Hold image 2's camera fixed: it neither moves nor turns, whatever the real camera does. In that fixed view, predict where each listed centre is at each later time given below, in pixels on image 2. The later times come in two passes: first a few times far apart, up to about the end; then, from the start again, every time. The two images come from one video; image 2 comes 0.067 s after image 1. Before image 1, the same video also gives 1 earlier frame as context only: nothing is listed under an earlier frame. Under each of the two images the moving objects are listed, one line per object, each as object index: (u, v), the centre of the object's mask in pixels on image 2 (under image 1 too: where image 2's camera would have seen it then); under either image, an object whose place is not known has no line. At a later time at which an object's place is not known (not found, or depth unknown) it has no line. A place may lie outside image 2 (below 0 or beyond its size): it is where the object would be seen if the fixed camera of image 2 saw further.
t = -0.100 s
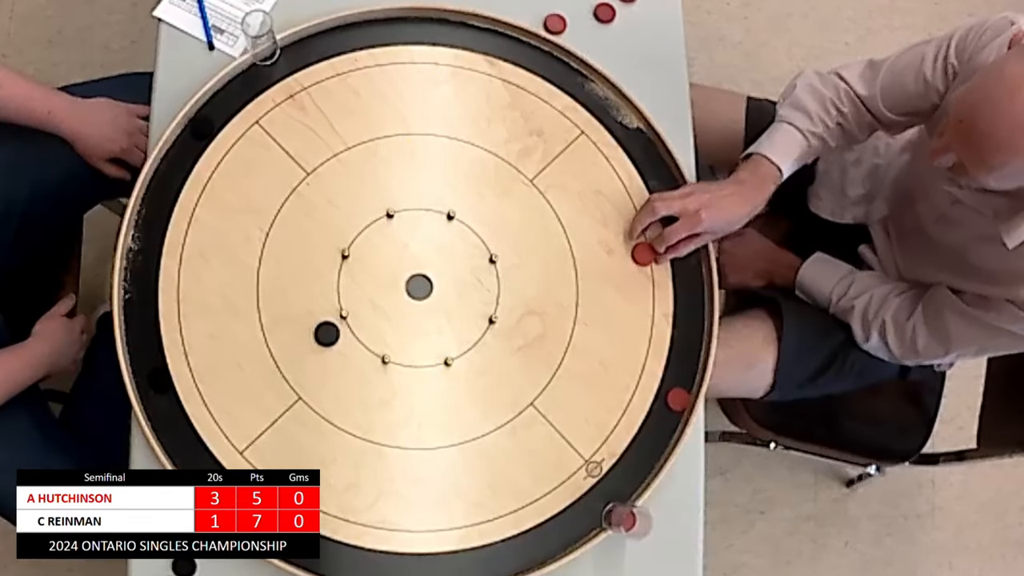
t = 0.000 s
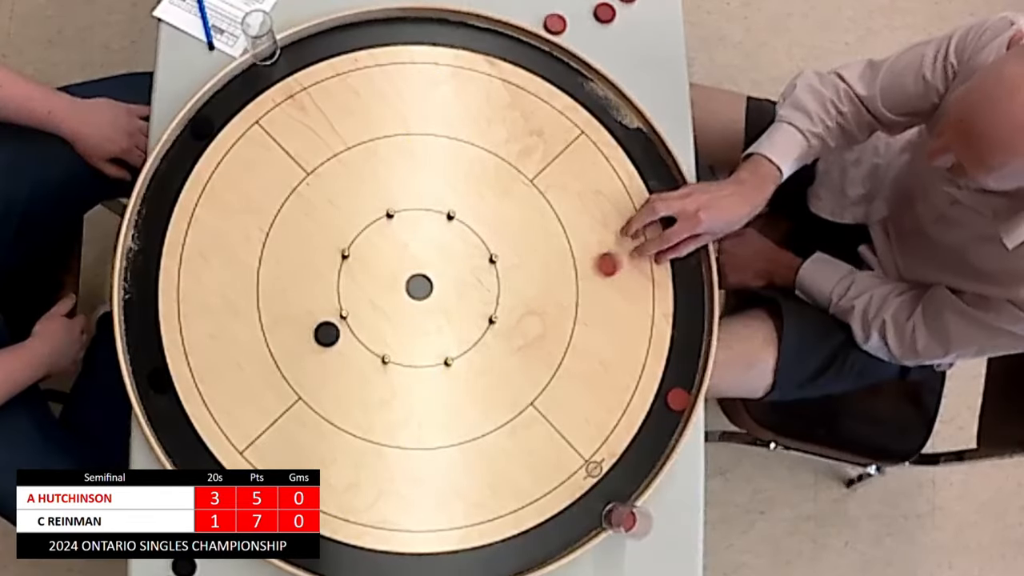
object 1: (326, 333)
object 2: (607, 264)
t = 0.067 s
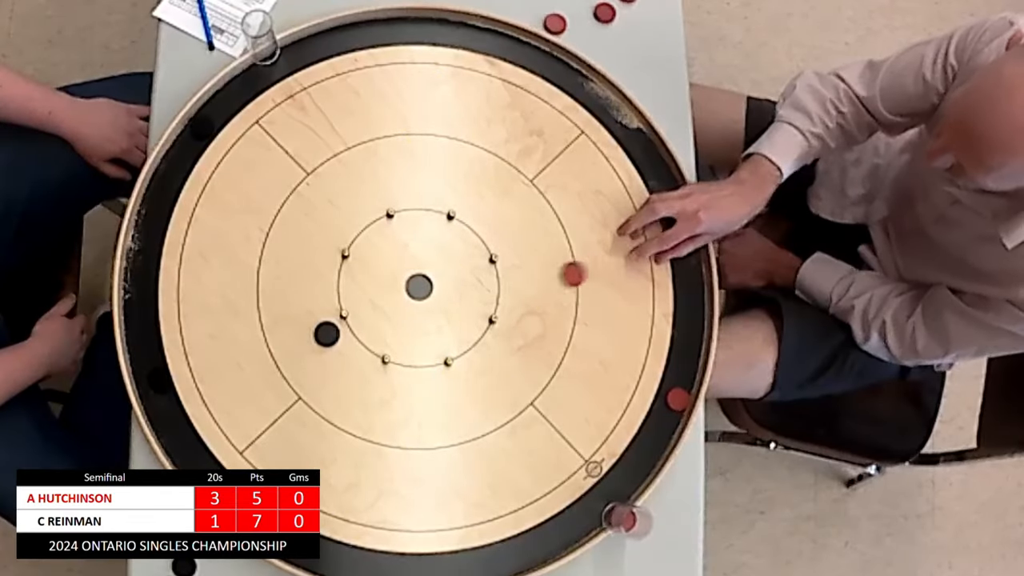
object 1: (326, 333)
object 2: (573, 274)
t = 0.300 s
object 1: (326, 333)
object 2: (461, 305)
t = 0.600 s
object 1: (312, 333)
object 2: (350, 340)
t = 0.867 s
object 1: (235, 332)
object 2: (342, 361)
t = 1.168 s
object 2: (341, 367)
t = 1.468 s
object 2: (341, 367)
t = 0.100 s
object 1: (326, 334)
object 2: (556, 278)
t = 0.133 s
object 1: (326, 333)
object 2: (540, 283)
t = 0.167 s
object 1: (326, 333)
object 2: (524, 288)
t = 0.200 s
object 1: (326, 333)
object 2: (507, 292)
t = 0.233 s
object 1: (326, 333)
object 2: (491, 297)
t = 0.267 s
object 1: (326, 333)
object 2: (476, 301)
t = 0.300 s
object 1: (326, 333)
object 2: (461, 305)
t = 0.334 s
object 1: (326, 333)
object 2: (445, 309)
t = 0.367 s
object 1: (326, 333)
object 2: (431, 313)
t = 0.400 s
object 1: (326, 333)
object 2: (416, 318)
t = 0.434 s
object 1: (326, 333)
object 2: (401, 322)
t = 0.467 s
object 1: (326, 333)
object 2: (388, 325)
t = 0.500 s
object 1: (326, 333)
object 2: (374, 329)
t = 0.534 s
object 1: (326, 334)
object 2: (361, 333)
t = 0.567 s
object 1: (323, 333)
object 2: (352, 337)
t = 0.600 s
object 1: (312, 333)
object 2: (350, 340)
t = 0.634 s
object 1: (301, 333)
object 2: (349, 344)
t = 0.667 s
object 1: (290, 333)
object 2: (348, 347)
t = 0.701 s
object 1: (280, 333)
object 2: (346, 350)
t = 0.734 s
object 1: (271, 333)
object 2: (345, 353)
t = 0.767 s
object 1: (261, 332)
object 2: (344, 355)
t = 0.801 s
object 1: (252, 332)
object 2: (344, 358)
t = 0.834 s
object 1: (244, 332)
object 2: (343, 360)
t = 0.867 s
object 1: (235, 332)
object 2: (342, 361)
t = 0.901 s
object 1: (227, 331)
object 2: (342, 363)
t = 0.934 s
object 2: (342, 364)
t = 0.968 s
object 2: (342, 365)
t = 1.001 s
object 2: (341, 366)
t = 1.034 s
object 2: (341, 366)
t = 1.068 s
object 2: (341, 367)
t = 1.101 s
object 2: (341, 367)
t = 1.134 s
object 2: (341, 367)
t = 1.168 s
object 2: (341, 367)
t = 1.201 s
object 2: (341, 367)
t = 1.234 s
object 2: (341, 367)
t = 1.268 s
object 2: (341, 367)
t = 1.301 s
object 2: (341, 367)
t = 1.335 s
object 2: (341, 367)
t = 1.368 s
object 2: (341, 367)
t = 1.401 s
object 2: (341, 367)
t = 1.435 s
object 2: (341, 367)
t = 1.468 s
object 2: (341, 367)
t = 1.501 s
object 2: (341, 367)
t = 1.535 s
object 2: (341, 367)
